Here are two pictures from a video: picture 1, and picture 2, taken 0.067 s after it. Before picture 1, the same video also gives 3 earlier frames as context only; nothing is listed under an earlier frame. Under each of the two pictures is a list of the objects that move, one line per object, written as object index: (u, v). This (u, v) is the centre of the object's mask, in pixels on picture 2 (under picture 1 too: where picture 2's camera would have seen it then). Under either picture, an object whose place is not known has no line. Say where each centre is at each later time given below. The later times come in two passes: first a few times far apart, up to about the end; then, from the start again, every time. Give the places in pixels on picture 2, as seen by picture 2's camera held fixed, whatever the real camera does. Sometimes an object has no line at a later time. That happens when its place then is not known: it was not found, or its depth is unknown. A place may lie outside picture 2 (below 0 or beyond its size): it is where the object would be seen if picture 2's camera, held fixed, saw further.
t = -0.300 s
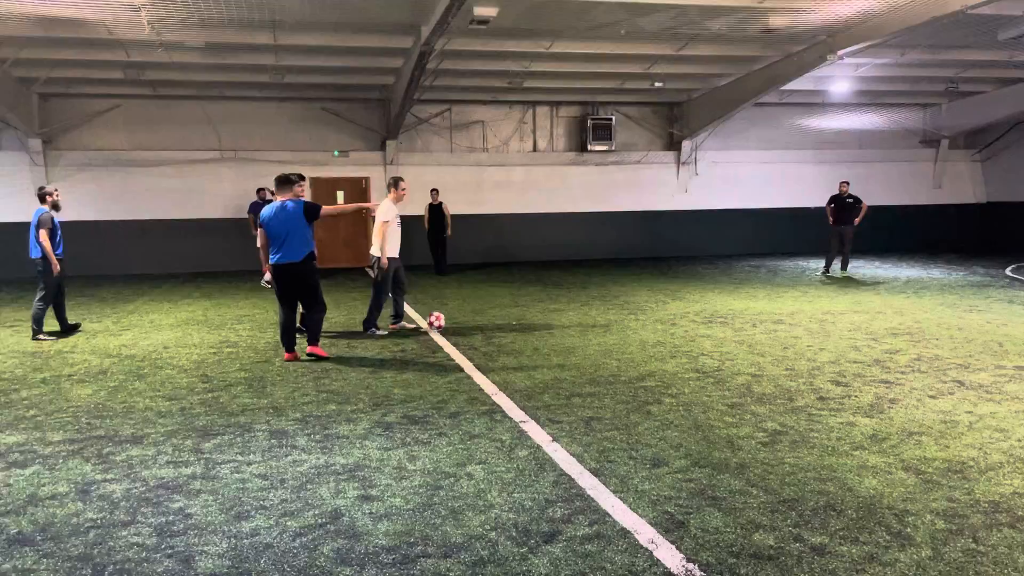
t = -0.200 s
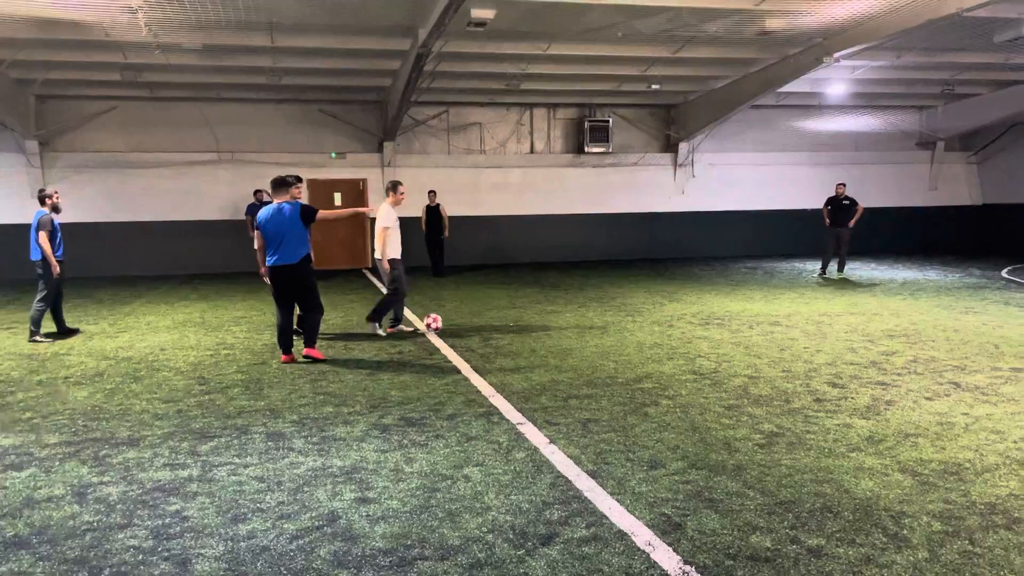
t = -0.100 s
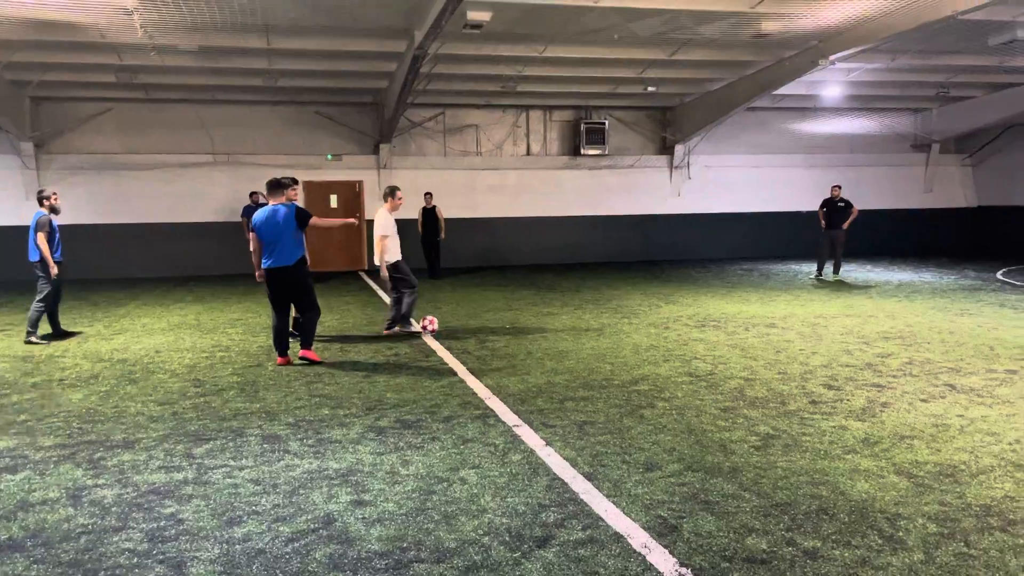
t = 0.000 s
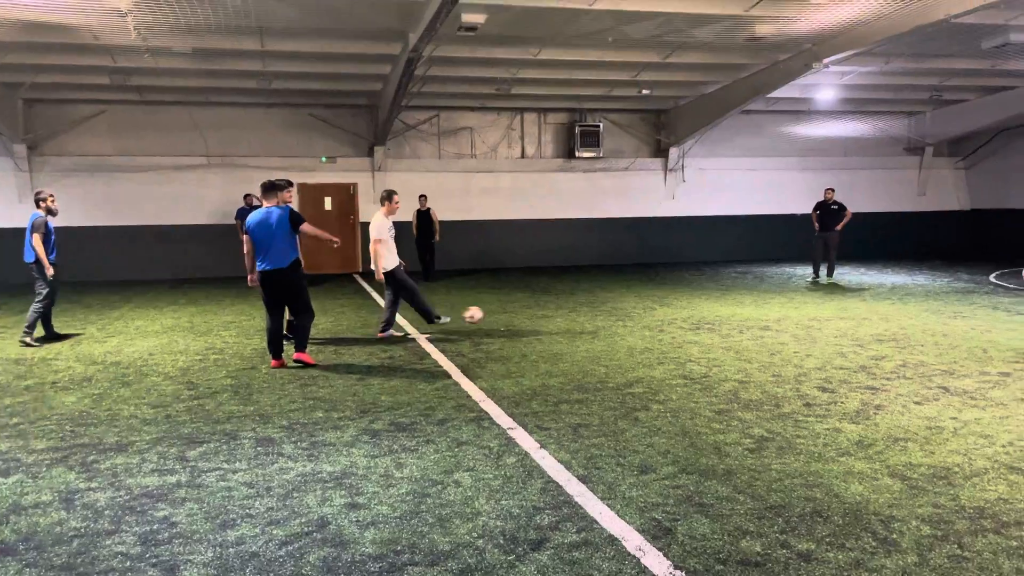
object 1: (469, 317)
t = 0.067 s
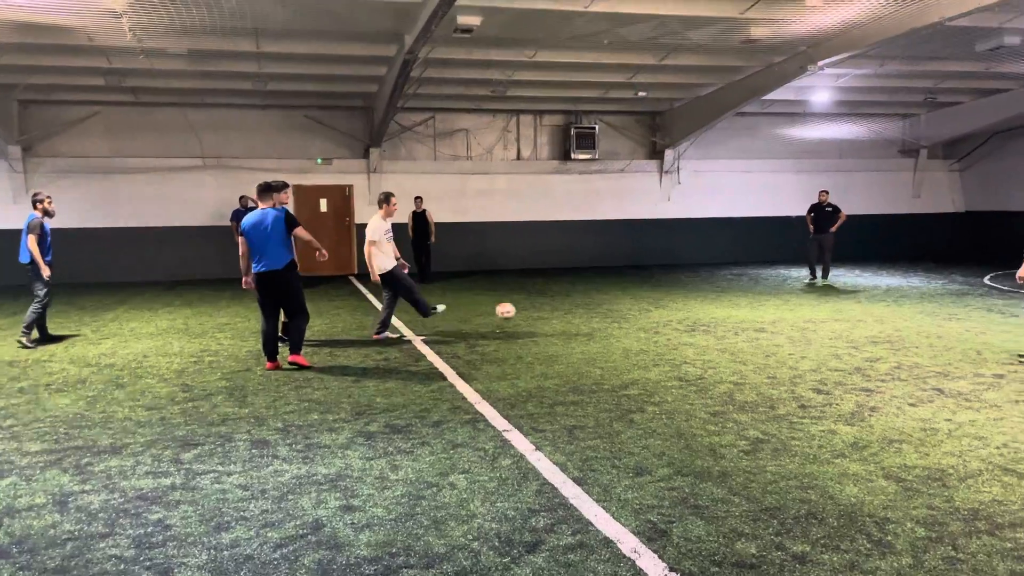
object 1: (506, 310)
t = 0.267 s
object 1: (591, 303)
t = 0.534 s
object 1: (661, 296)
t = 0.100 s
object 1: (524, 309)
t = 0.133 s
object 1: (539, 308)
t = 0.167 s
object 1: (555, 309)
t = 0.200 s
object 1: (569, 310)
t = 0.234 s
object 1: (580, 306)
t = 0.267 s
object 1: (591, 303)
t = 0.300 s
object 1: (602, 302)
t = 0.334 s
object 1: (612, 301)
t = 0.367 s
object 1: (622, 300)
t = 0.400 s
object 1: (631, 301)
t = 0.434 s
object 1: (640, 299)
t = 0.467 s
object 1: (647, 297)
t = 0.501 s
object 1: (654, 297)
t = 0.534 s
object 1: (661, 296)
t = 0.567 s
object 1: (667, 295)
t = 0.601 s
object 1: (673, 294)
